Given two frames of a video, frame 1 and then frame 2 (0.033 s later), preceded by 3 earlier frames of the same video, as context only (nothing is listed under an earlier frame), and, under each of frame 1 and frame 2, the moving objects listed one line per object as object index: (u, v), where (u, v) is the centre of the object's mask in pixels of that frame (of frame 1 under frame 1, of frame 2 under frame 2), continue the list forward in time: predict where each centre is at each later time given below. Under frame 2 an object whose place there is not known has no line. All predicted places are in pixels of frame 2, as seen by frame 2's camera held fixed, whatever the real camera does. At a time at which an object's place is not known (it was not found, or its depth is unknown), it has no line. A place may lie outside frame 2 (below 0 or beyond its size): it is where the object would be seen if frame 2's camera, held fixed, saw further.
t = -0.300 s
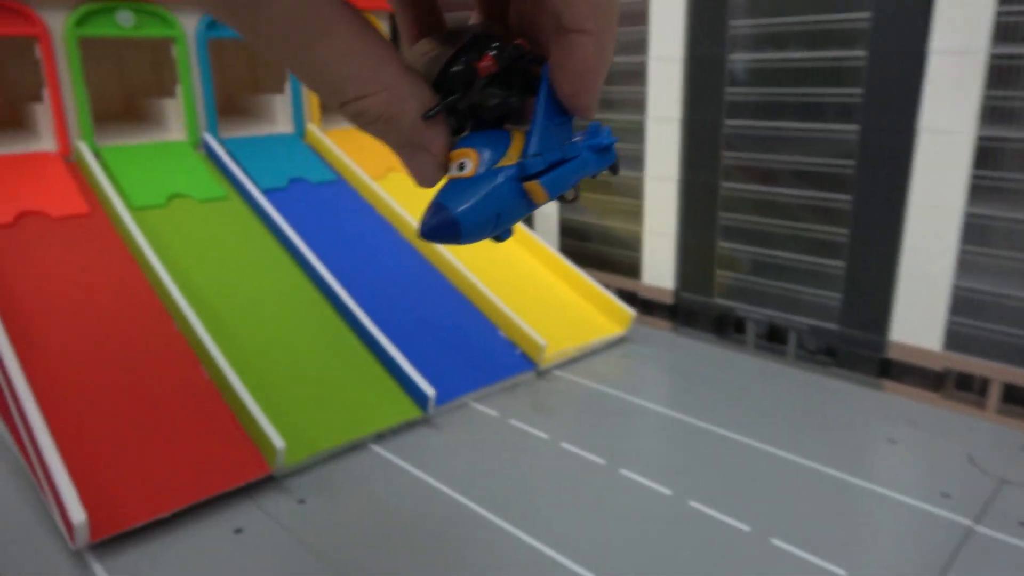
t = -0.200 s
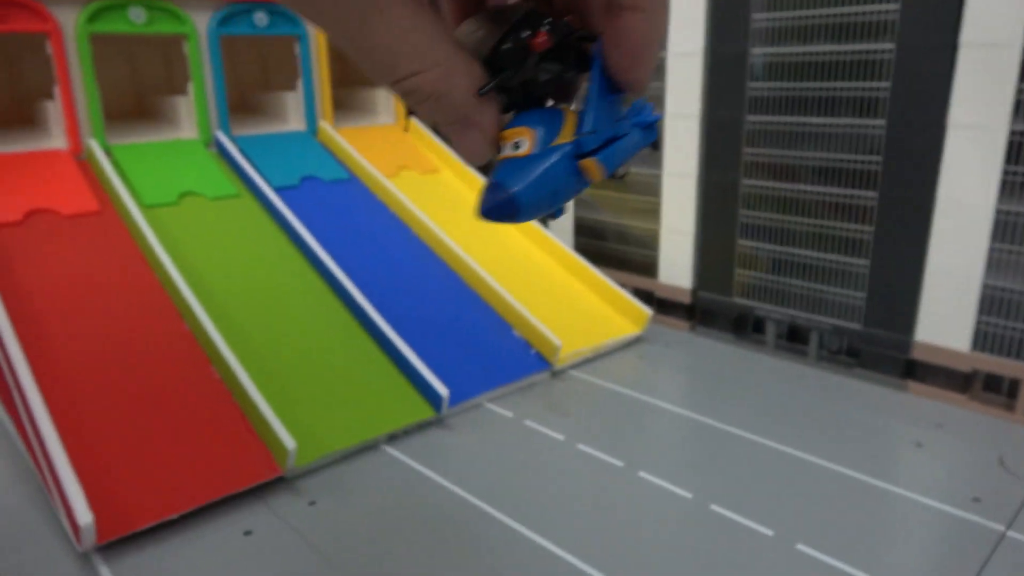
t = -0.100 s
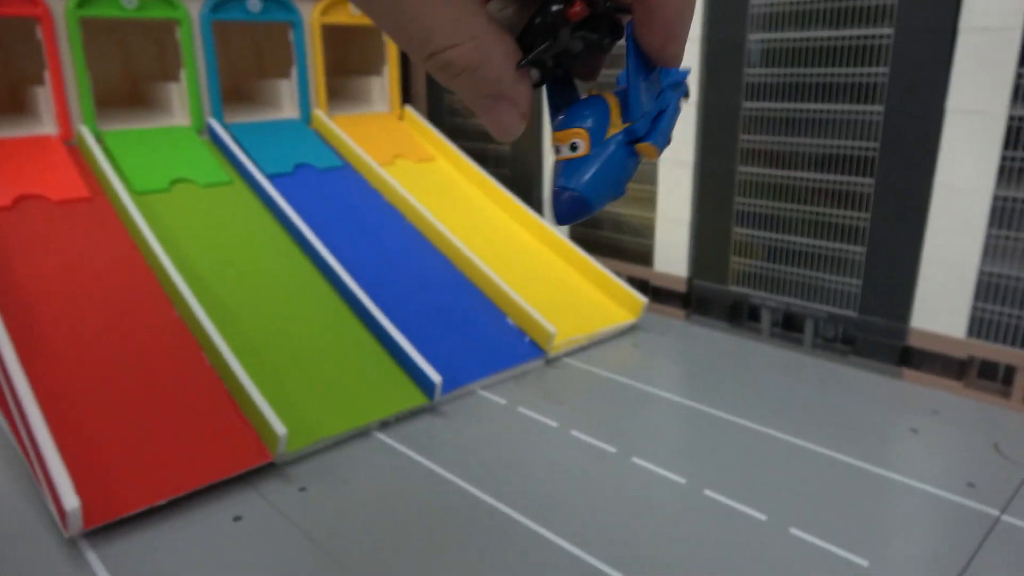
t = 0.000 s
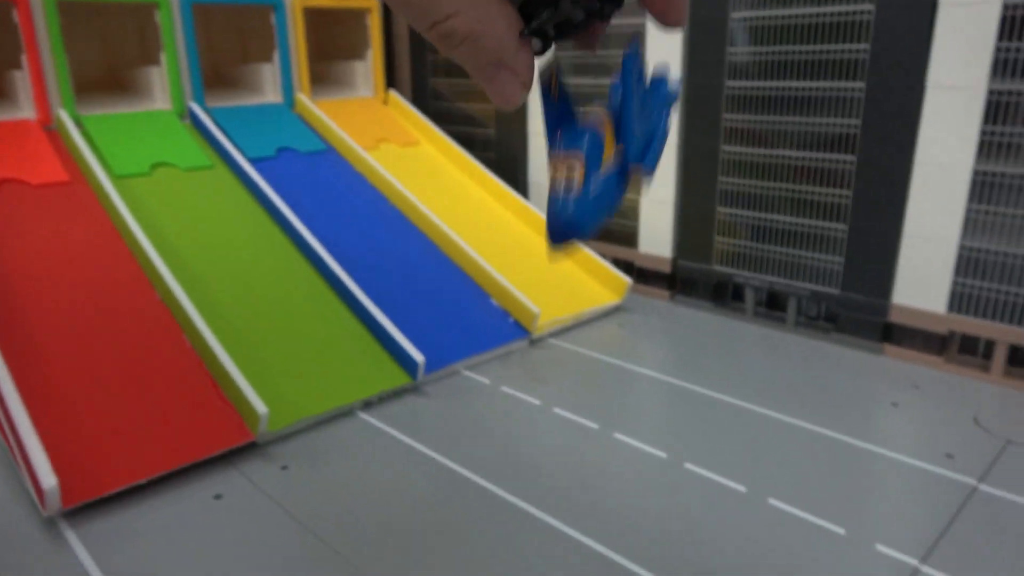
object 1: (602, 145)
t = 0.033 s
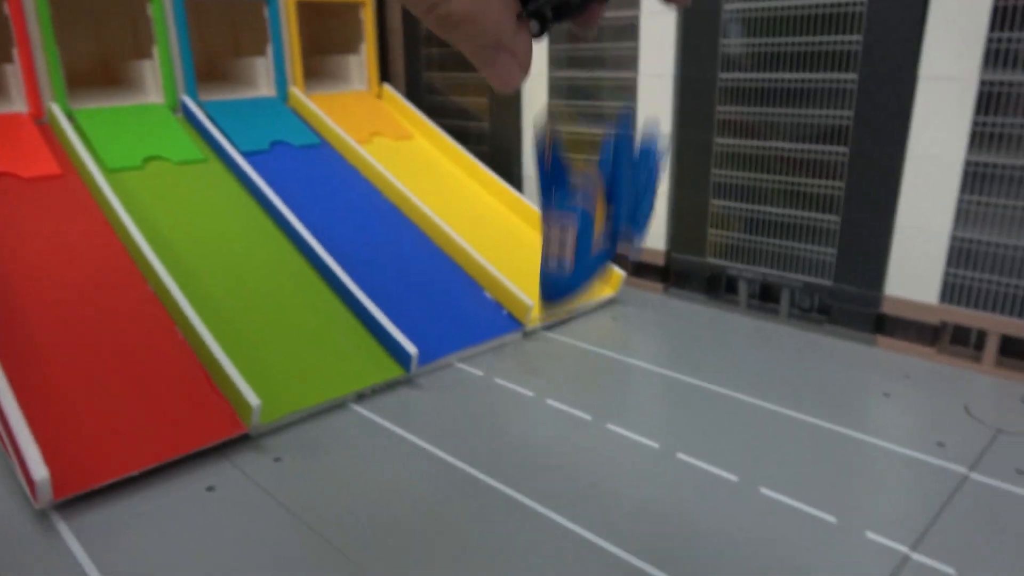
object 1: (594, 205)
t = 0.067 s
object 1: (594, 314)
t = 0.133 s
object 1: (605, 466)
